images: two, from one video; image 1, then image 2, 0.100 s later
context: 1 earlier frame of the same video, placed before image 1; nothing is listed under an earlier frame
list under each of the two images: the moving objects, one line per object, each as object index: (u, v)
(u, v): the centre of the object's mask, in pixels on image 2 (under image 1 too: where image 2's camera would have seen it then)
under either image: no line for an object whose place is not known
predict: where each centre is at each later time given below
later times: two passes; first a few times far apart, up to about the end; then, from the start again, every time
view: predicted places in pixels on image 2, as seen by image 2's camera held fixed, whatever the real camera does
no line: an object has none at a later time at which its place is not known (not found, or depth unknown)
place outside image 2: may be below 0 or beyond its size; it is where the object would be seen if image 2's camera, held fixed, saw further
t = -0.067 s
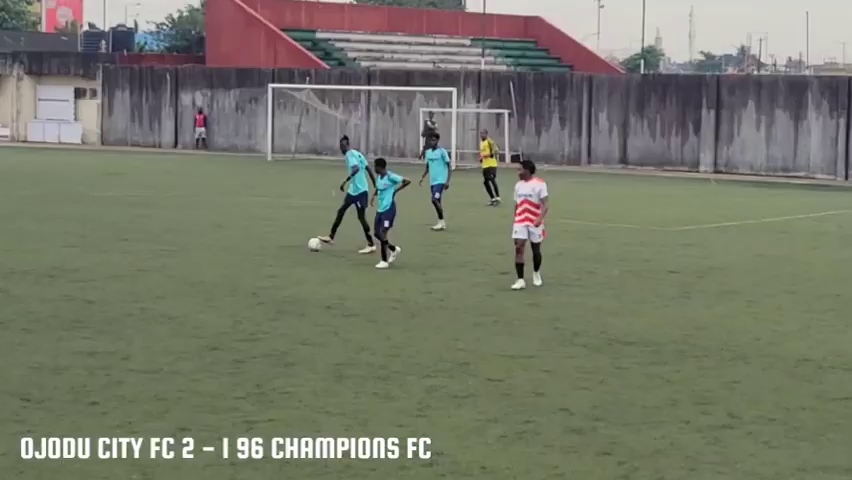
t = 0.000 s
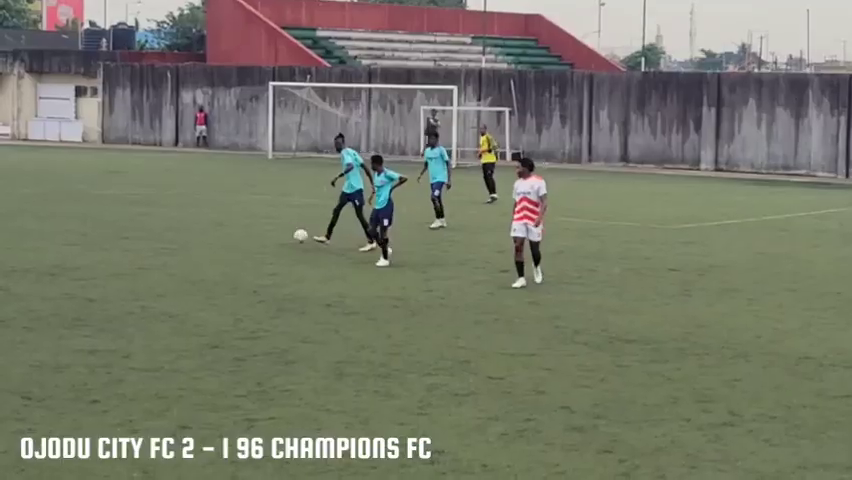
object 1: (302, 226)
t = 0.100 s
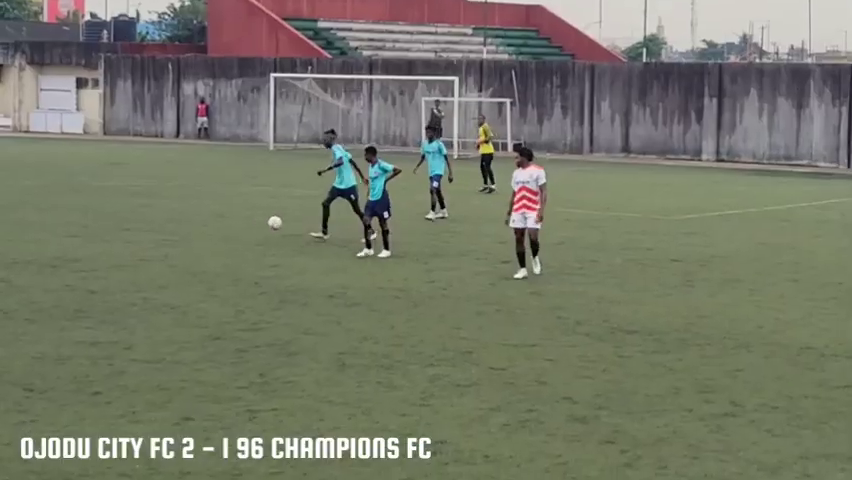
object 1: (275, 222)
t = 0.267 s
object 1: (239, 229)
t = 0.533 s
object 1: (180, 232)
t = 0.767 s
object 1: (129, 241)
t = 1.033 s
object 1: (66, 248)
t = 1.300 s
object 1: (1, 253)
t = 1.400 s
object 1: (-23, 253)
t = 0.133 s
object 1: (271, 222)
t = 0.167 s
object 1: (263, 223)
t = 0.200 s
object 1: (255, 224)
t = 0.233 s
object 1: (247, 226)
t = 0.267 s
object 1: (239, 229)
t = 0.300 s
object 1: (231, 233)
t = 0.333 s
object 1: (219, 239)
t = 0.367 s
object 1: (215, 238)
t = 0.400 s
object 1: (209, 235)
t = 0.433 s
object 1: (198, 232)
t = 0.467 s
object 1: (195, 231)
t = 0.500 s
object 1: (187, 231)
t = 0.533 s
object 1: (180, 232)
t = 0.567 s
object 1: (173, 233)
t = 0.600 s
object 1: (166, 234)
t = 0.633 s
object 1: (159, 237)
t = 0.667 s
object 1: (148, 242)
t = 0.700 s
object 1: (140, 245)
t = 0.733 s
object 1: (136, 243)
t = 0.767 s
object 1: (129, 241)
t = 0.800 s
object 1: (121, 241)
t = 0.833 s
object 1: (113, 241)
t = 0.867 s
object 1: (105, 241)
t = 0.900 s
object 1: (98, 242)
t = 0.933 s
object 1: (90, 244)
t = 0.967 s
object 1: (82, 247)
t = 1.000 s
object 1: (74, 250)
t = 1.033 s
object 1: (66, 248)
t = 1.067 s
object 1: (58, 247)
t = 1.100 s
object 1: (50, 247)
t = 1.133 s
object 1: (42, 247)
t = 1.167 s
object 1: (34, 248)
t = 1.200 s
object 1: (26, 250)
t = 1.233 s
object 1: (18, 253)
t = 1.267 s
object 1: (9, 254)
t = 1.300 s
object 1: (1, 253)
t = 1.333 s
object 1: (-7, 252)
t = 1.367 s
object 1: (-19, 252)
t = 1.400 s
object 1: (-23, 253)
